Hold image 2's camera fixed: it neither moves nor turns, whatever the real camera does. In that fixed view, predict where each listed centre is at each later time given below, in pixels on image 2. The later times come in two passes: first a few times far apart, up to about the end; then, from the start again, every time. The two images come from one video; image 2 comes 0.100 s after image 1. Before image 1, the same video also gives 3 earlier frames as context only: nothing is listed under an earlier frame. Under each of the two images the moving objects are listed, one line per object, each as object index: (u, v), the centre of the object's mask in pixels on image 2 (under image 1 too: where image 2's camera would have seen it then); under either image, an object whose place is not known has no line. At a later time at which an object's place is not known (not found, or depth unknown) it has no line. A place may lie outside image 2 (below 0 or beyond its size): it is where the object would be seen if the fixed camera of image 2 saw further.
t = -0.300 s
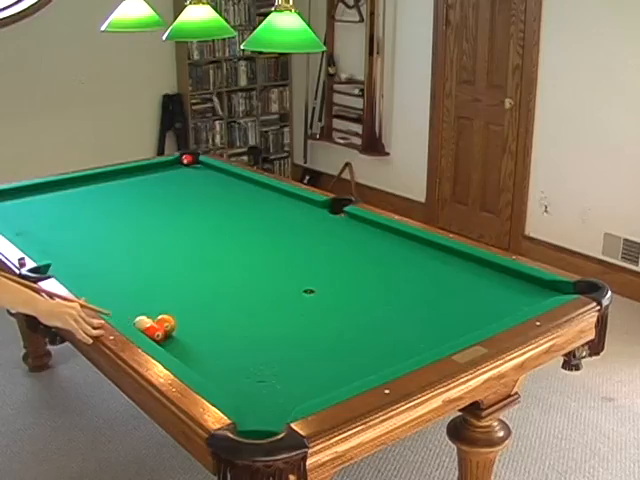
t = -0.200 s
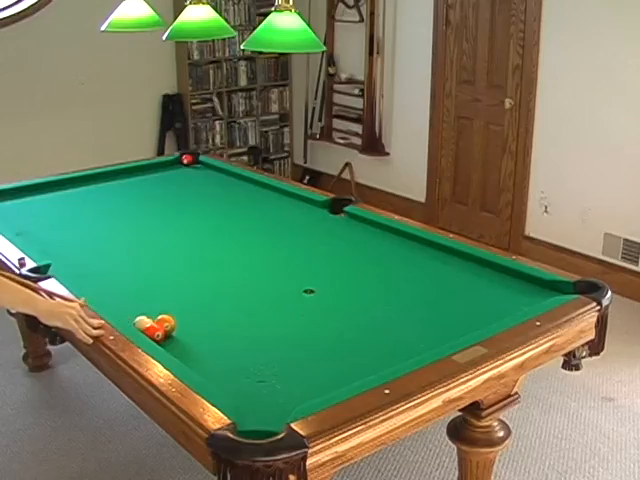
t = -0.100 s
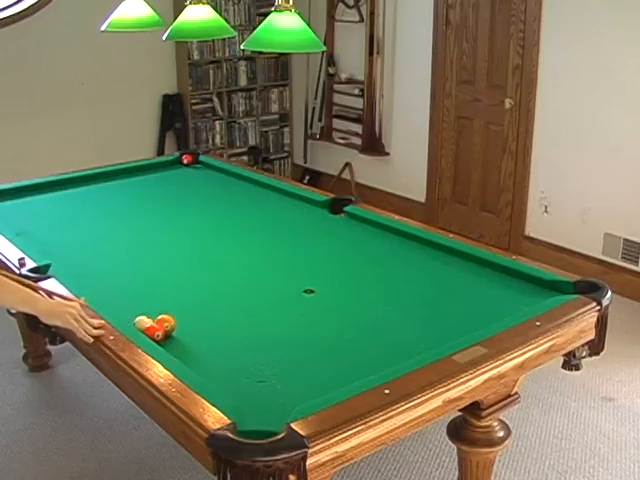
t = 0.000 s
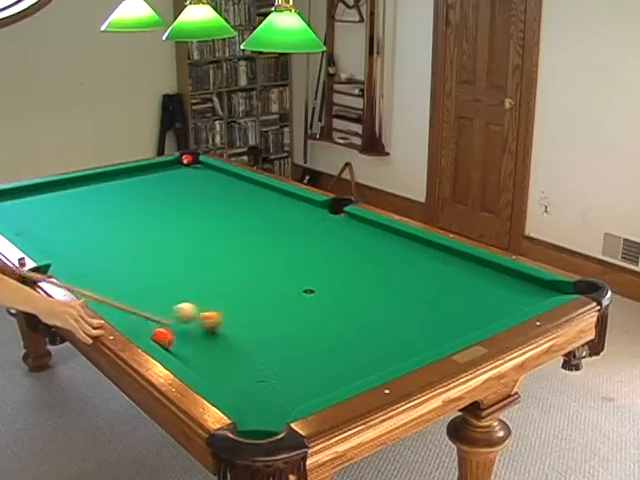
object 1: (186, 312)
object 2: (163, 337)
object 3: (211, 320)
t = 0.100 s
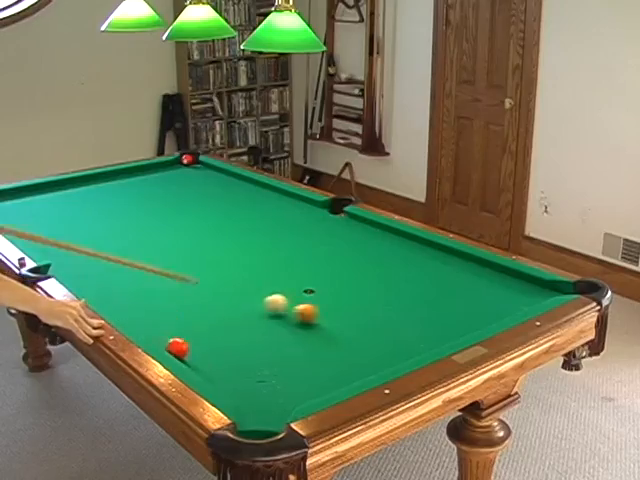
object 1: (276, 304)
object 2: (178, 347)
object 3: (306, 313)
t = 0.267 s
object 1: (409, 286)
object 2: (202, 364)
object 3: (439, 301)
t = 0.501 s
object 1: (520, 294)
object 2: (239, 388)
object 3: (579, 288)
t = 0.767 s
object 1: (401, 313)
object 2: (276, 416)
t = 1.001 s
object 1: (291, 319)
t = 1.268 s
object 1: (167, 323)
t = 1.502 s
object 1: (154, 299)
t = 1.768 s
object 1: (161, 269)
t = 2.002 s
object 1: (167, 248)
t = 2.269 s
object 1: (173, 227)
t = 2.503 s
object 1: (176, 211)
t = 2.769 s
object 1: (180, 196)
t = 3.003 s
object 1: (183, 185)
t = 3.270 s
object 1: (186, 174)
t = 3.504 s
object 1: (188, 165)
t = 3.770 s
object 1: (193, 161)
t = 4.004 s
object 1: (189, 161)
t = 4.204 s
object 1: (186, 161)
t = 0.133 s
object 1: (304, 297)
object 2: (182, 351)
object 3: (335, 310)
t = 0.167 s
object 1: (331, 295)
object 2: (187, 354)
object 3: (363, 308)
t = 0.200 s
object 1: (358, 291)
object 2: (192, 357)
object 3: (389, 306)
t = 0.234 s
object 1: (384, 289)
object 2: (197, 361)
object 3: (415, 303)
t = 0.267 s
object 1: (409, 286)
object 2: (202, 364)
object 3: (439, 301)
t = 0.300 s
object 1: (434, 283)
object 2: (207, 367)
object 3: (462, 299)
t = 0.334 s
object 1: (458, 280)
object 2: (212, 370)
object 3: (484, 297)
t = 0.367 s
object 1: (481, 278)
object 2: (218, 374)
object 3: (505, 295)
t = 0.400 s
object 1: (503, 275)
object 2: (223, 378)
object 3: (524, 292)
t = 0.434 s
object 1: (518, 278)
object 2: (228, 382)
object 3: (543, 290)
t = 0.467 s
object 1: (519, 286)
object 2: (234, 385)
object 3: (561, 287)
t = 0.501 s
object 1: (520, 294)
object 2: (239, 388)
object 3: (579, 288)
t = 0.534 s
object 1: (522, 302)
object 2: (245, 392)
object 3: (590, 291)
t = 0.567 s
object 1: (511, 306)
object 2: (250, 396)
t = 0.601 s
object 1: (492, 309)
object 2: (256, 399)
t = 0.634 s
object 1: (472, 310)
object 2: (262, 403)
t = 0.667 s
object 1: (453, 311)
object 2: (268, 407)
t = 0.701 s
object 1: (435, 312)
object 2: (273, 411)
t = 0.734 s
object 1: (417, 313)
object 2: (279, 414)
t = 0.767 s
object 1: (401, 313)
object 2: (276, 416)
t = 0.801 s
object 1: (384, 314)
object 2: (272, 418)
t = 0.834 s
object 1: (368, 315)
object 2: (268, 421)
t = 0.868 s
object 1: (353, 316)
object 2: (263, 424)
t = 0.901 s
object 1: (337, 316)
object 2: (260, 429)
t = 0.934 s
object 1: (322, 317)
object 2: (256, 435)
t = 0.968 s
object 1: (306, 318)
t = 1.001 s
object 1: (291, 319)
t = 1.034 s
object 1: (276, 320)
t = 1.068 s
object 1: (260, 320)
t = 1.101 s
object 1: (245, 321)
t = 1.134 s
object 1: (229, 321)
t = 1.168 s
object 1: (213, 322)
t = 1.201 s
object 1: (198, 323)
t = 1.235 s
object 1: (183, 323)
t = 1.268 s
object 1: (167, 323)
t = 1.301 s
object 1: (152, 324)
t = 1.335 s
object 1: (141, 322)
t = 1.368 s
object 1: (144, 318)
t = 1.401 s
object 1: (148, 313)
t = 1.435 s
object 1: (150, 307)
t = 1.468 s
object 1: (152, 303)
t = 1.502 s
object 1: (154, 299)
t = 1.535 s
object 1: (155, 295)
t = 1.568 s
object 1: (156, 291)
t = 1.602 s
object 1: (156, 287)
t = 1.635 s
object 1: (157, 284)
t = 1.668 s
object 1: (158, 280)
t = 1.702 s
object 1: (159, 276)
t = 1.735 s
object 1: (160, 272)
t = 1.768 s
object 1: (161, 269)
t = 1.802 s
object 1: (162, 266)
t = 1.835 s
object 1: (163, 263)
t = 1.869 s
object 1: (164, 260)
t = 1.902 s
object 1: (164, 256)
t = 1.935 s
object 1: (165, 254)
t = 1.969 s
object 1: (166, 251)
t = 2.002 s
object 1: (167, 248)
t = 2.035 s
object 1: (167, 245)
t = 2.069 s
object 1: (168, 242)
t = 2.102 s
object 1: (169, 239)
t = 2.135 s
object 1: (170, 237)
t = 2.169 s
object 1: (171, 234)
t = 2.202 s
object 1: (171, 232)
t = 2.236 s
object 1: (172, 229)
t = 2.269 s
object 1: (173, 227)
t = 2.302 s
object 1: (173, 225)
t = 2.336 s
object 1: (173, 222)
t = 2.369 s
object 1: (174, 220)
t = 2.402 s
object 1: (174, 218)
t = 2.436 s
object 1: (175, 216)
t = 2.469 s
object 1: (176, 213)
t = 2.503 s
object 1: (176, 211)
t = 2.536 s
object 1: (177, 209)
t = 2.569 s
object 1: (177, 207)
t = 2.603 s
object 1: (178, 206)
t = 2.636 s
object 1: (178, 204)
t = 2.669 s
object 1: (179, 202)
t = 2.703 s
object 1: (179, 200)
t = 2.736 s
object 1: (180, 198)
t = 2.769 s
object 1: (180, 196)
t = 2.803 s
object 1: (181, 195)
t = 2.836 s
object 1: (181, 193)
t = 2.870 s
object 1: (182, 191)
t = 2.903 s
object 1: (182, 190)
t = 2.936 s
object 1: (183, 188)
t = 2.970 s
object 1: (183, 186)
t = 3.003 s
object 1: (183, 185)
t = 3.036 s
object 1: (183, 183)
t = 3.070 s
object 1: (184, 182)
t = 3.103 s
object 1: (184, 181)
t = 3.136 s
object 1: (185, 179)
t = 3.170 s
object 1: (185, 178)
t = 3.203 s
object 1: (185, 176)
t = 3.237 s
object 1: (185, 175)
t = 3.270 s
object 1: (186, 174)
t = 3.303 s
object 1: (186, 172)
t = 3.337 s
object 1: (186, 171)
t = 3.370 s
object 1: (187, 170)
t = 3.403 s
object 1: (187, 169)
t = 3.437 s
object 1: (187, 168)
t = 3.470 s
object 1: (188, 166)
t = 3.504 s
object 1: (188, 165)
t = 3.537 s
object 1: (188, 164)
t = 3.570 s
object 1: (188, 163)
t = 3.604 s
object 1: (190, 162)
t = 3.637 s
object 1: (191, 162)
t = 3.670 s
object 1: (192, 162)
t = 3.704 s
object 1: (193, 162)
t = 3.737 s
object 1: (193, 161)
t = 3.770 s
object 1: (193, 161)
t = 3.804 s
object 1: (192, 161)
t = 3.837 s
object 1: (192, 161)
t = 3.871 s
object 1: (191, 161)
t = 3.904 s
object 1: (191, 161)
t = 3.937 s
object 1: (190, 161)
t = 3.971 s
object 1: (189, 161)
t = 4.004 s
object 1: (189, 161)
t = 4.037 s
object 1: (188, 161)
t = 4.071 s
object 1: (187, 161)
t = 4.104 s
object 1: (187, 161)
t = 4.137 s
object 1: (187, 161)
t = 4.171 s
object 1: (186, 161)
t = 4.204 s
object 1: (186, 161)
